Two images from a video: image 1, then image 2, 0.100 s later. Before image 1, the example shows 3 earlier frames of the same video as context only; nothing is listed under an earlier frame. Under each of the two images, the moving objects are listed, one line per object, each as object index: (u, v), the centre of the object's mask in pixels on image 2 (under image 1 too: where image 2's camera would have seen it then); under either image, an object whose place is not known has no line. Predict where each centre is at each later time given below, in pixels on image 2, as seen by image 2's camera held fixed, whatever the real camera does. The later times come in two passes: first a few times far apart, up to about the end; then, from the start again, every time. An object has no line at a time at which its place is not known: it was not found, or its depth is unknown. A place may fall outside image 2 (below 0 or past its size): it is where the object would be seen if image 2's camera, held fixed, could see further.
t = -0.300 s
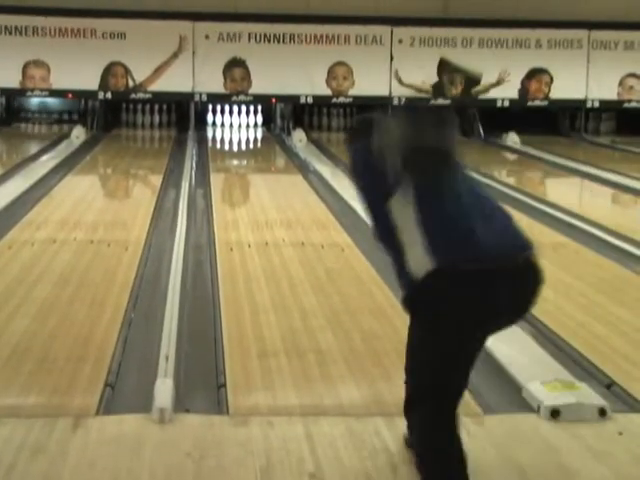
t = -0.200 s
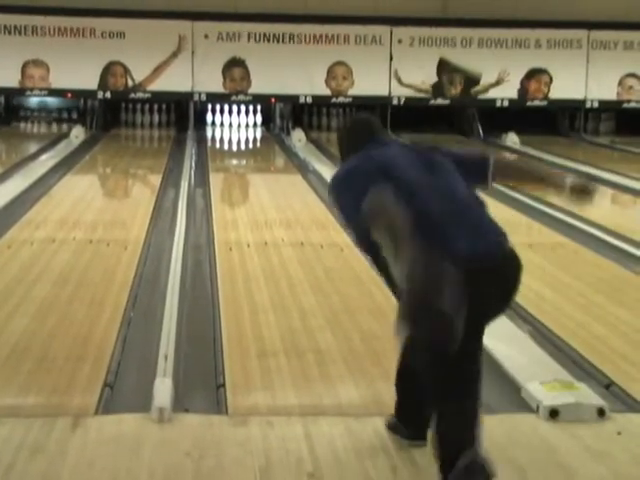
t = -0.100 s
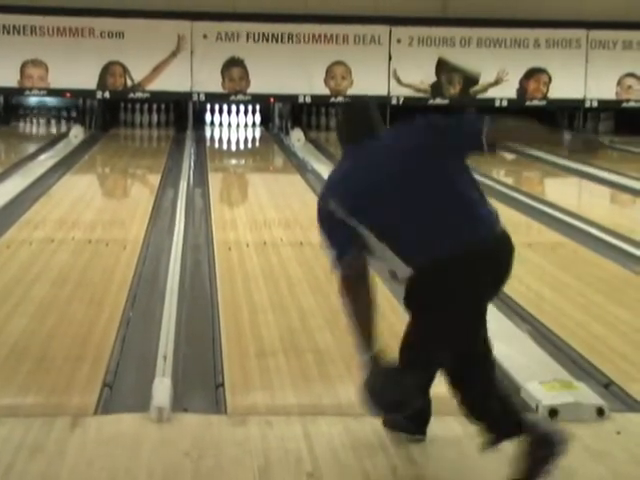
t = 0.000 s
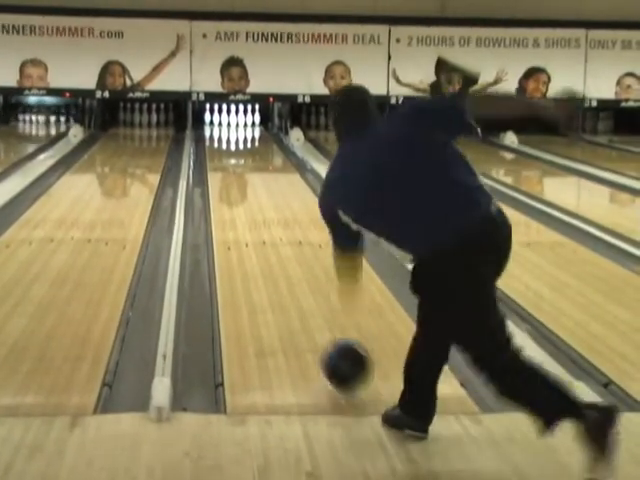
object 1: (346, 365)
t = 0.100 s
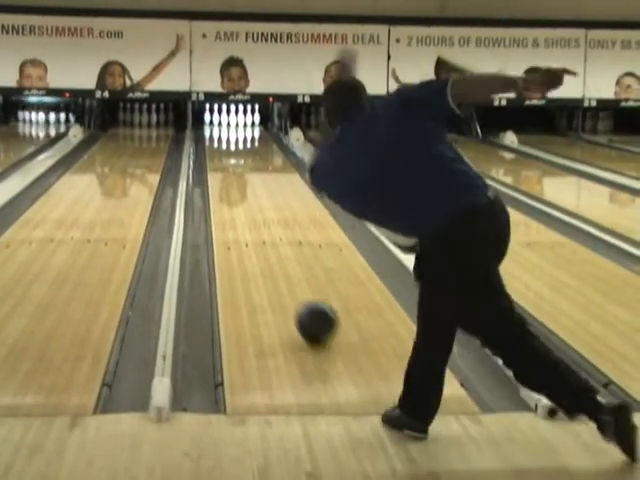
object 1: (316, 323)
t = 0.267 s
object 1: (283, 271)
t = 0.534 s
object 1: (251, 219)
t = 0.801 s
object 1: (231, 187)
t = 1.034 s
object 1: (220, 168)
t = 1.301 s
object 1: (214, 152)
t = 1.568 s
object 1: (214, 139)
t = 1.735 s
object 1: (216, 133)
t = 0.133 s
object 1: (308, 310)
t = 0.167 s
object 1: (301, 299)
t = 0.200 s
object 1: (295, 289)
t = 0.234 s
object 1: (289, 280)
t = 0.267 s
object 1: (283, 271)
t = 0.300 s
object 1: (278, 263)
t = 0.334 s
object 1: (273, 255)
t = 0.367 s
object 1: (269, 249)
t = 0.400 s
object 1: (264, 242)
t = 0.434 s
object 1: (260, 236)
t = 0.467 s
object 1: (257, 230)
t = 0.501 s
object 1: (254, 224)
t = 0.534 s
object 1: (251, 219)
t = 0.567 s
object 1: (247, 214)
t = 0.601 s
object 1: (245, 209)
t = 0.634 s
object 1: (242, 205)
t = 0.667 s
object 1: (240, 201)
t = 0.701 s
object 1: (237, 197)
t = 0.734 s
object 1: (235, 193)
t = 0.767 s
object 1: (232, 190)
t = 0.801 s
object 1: (231, 187)
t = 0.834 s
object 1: (229, 184)
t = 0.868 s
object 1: (227, 181)
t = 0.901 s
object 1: (225, 178)
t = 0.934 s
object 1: (224, 176)
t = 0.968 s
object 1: (222, 173)
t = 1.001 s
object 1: (221, 170)
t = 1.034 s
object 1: (220, 168)
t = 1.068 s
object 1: (218, 166)
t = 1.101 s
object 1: (218, 164)
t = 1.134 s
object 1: (216, 161)
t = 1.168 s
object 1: (216, 159)
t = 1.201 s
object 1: (215, 157)
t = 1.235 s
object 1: (215, 155)
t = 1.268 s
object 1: (214, 154)
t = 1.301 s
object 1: (214, 152)
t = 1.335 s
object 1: (214, 150)
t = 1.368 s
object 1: (213, 148)
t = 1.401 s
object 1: (213, 146)
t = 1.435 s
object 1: (213, 145)
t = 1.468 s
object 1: (212, 144)
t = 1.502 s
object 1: (213, 142)
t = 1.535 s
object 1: (214, 140)
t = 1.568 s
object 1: (214, 139)
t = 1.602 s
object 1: (214, 138)
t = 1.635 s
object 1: (214, 137)
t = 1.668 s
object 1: (215, 135)
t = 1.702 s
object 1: (215, 134)
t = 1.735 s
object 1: (216, 133)
